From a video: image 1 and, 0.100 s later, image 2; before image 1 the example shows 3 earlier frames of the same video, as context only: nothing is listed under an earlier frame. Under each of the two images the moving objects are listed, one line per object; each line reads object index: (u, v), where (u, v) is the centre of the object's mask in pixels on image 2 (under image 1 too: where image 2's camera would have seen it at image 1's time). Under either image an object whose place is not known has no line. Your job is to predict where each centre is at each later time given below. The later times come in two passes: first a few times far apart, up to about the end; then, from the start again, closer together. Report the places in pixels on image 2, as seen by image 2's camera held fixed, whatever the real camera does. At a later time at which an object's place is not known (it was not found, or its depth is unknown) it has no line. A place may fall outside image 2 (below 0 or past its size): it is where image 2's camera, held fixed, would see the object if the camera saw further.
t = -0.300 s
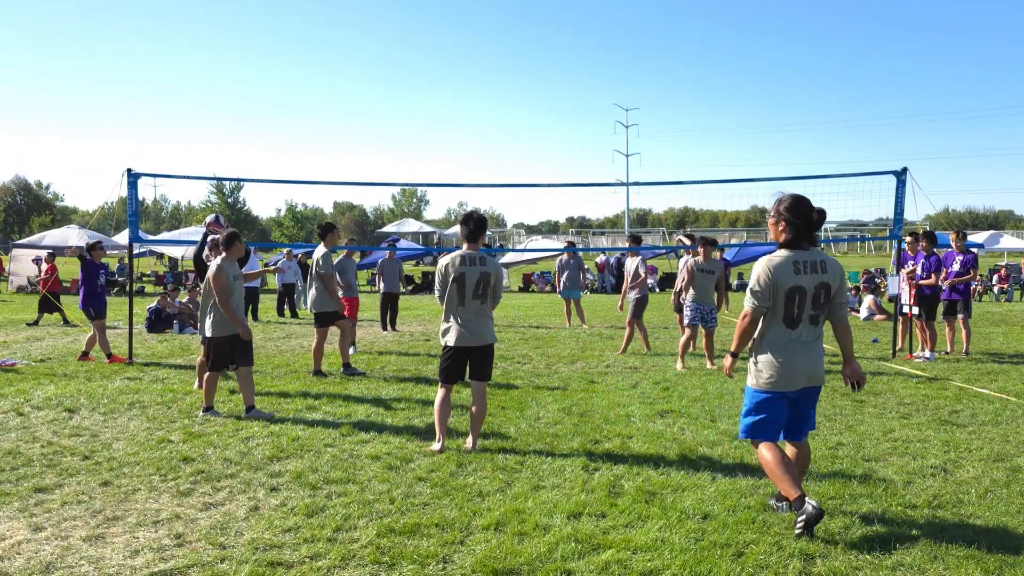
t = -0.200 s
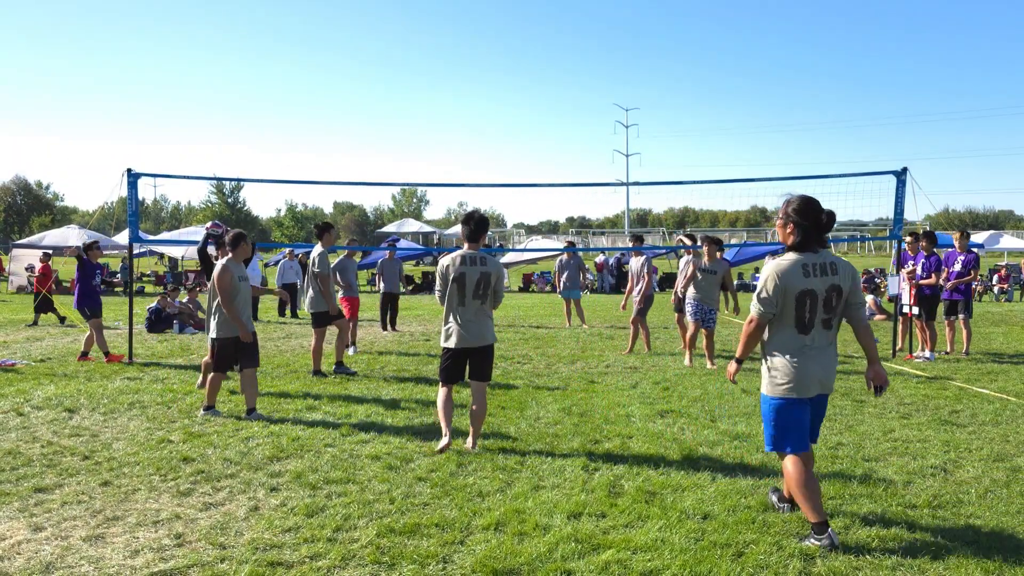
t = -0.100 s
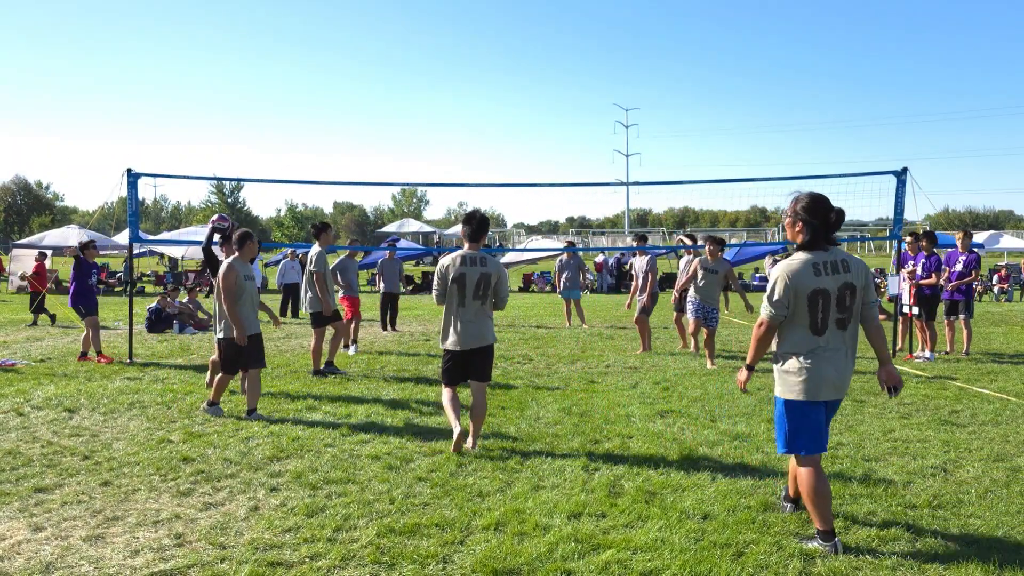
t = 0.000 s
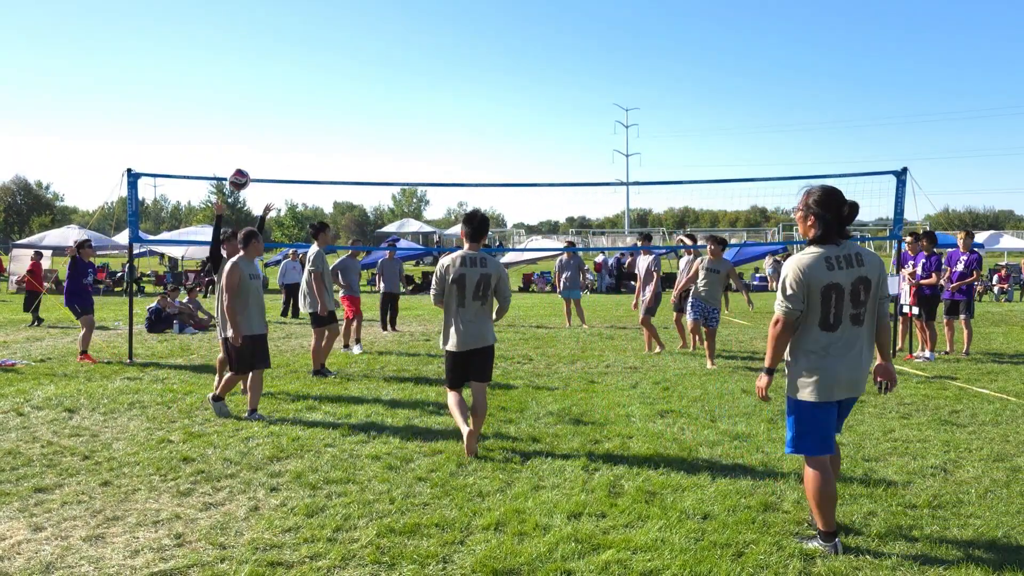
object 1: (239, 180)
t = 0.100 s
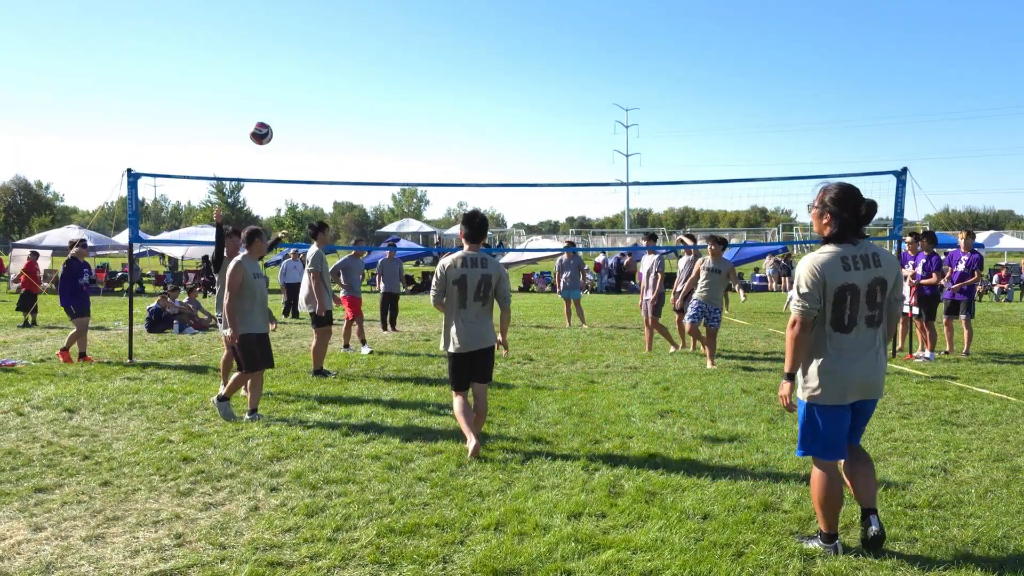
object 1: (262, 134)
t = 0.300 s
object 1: (312, 65)
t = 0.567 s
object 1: (400, 44)
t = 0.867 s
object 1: (539, 156)
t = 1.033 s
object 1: (631, 307)
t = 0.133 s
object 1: (269, 120)
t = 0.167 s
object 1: (277, 106)
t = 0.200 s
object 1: (286, 95)
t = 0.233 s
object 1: (294, 84)
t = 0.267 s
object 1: (303, 74)
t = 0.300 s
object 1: (312, 65)
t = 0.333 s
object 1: (322, 58)
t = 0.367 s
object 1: (332, 52)
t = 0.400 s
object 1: (342, 47)
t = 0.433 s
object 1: (353, 43)
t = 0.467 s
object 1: (364, 41)
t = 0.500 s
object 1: (375, 40)
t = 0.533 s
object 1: (387, 41)
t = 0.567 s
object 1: (400, 44)
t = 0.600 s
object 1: (413, 48)
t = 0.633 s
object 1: (427, 54)
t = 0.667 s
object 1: (441, 62)
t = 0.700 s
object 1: (456, 72)
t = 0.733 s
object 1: (471, 84)
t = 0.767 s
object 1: (487, 98)
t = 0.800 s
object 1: (504, 115)
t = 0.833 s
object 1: (521, 134)
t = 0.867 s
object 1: (539, 156)
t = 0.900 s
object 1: (557, 180)
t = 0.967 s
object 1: (593, 236)
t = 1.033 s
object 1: (631, 307)
